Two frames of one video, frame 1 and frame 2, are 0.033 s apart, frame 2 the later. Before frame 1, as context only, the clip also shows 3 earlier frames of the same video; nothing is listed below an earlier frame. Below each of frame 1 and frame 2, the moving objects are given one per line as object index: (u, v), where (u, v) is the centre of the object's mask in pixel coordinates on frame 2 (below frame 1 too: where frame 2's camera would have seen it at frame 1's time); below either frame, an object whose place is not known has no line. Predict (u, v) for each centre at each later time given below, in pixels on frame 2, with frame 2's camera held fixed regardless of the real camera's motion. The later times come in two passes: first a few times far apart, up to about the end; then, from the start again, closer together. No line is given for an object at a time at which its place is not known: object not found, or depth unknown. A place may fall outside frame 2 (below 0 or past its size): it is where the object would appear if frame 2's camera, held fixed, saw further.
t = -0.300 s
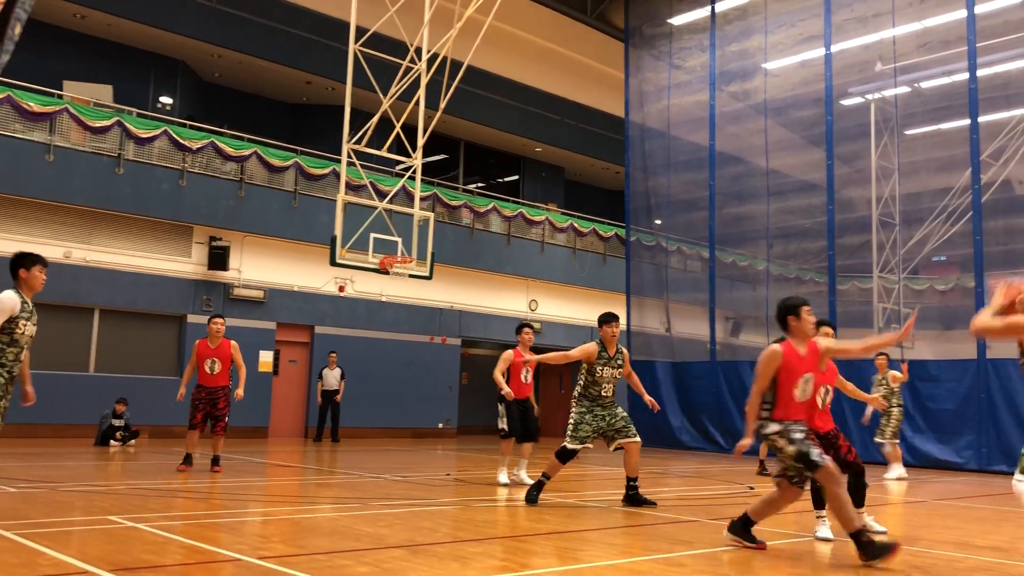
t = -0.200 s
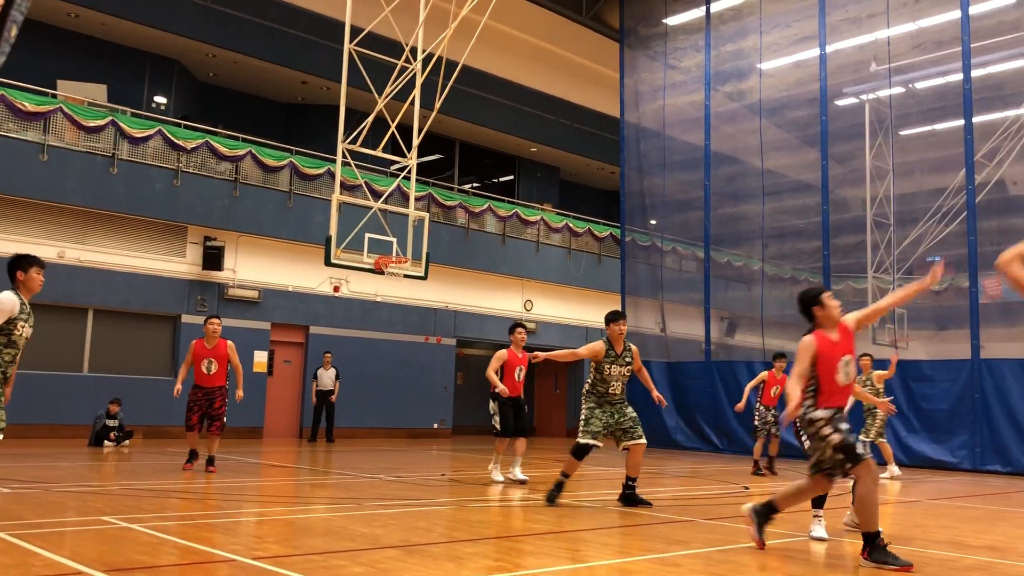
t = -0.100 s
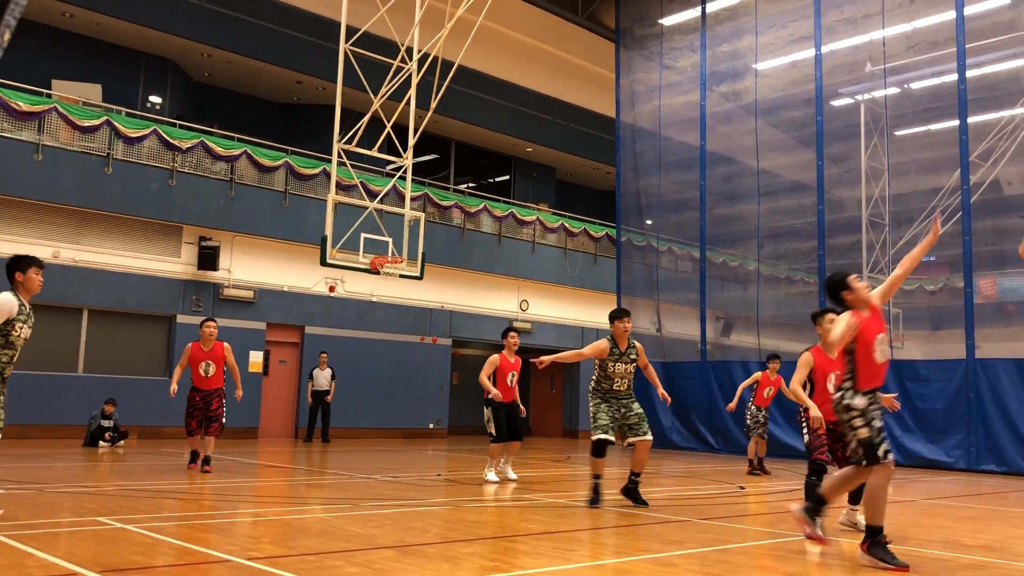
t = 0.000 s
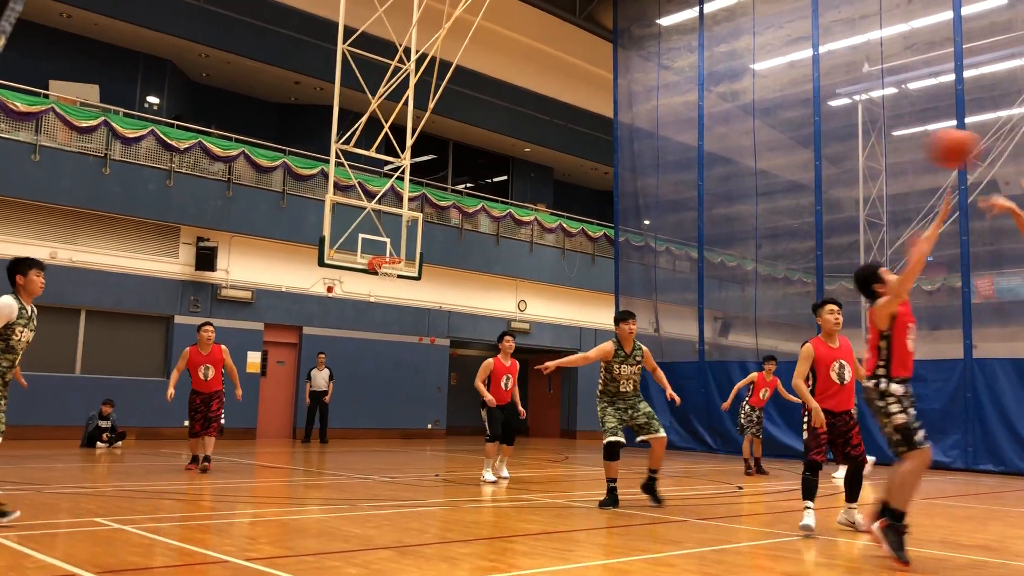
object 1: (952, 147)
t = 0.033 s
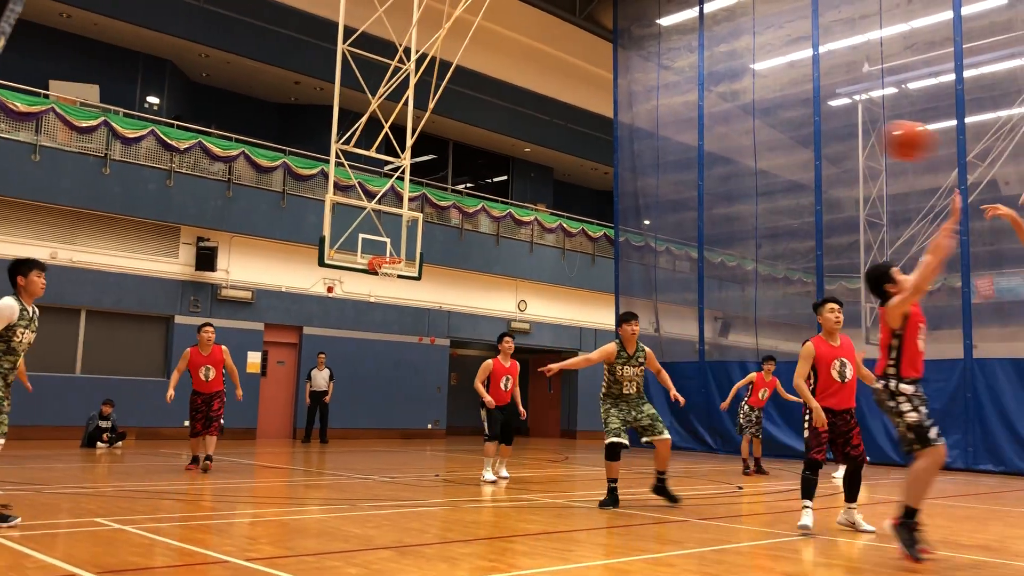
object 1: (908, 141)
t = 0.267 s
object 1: (612, 135)
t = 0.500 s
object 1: (356, 201)
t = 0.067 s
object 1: (862, 134)
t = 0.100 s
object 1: (819, 130)
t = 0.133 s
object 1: (776, 128)
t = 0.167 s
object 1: (733, 127)
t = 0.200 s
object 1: (692, 128)
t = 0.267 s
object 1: (612, 135)
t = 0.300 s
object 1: (576, 140)
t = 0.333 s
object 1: (538, 148)
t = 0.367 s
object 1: (499, 156)
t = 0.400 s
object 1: (463, 165)
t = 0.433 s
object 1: (428, 174)
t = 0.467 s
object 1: (392, 188)
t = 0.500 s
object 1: (356, 201)
